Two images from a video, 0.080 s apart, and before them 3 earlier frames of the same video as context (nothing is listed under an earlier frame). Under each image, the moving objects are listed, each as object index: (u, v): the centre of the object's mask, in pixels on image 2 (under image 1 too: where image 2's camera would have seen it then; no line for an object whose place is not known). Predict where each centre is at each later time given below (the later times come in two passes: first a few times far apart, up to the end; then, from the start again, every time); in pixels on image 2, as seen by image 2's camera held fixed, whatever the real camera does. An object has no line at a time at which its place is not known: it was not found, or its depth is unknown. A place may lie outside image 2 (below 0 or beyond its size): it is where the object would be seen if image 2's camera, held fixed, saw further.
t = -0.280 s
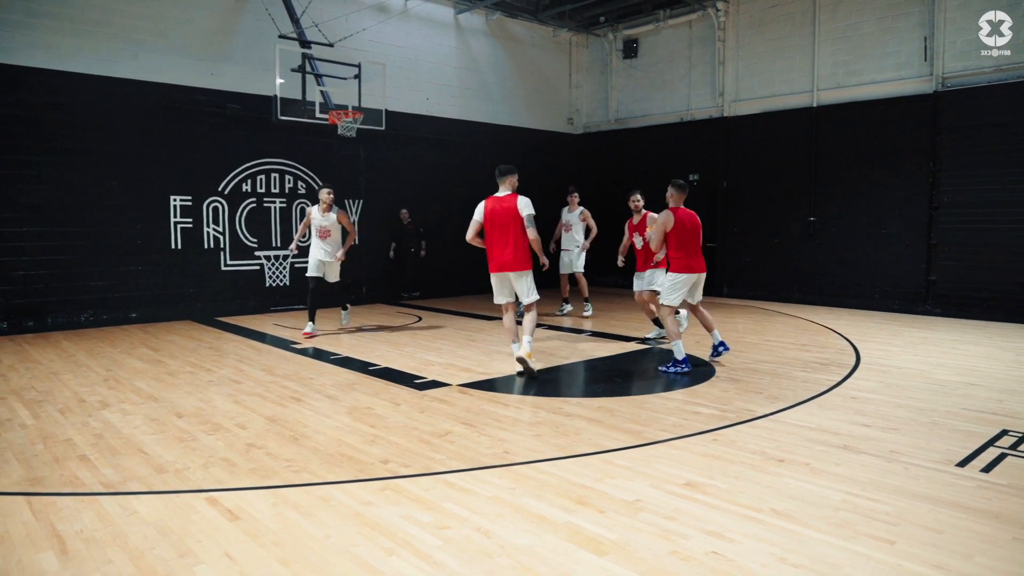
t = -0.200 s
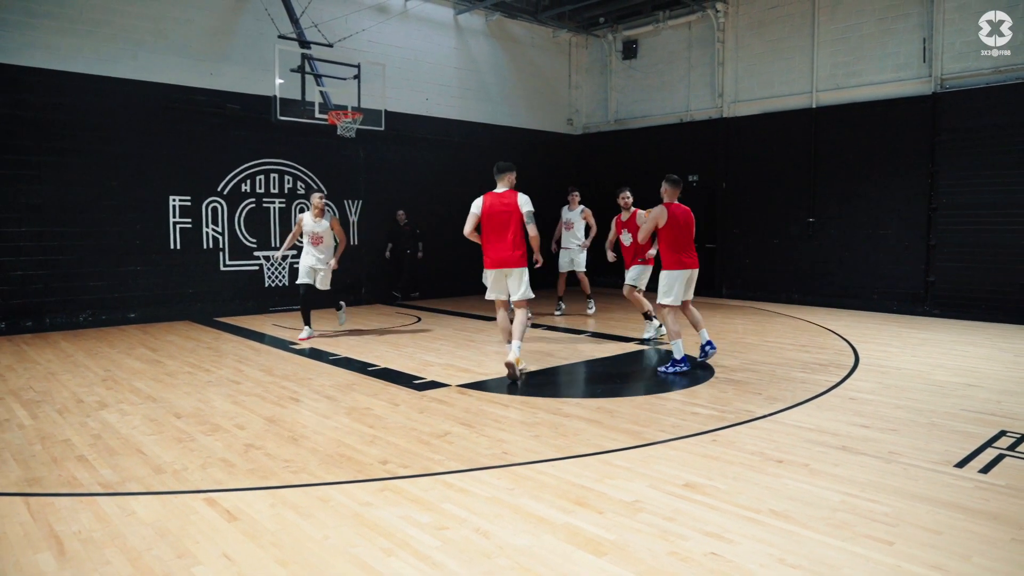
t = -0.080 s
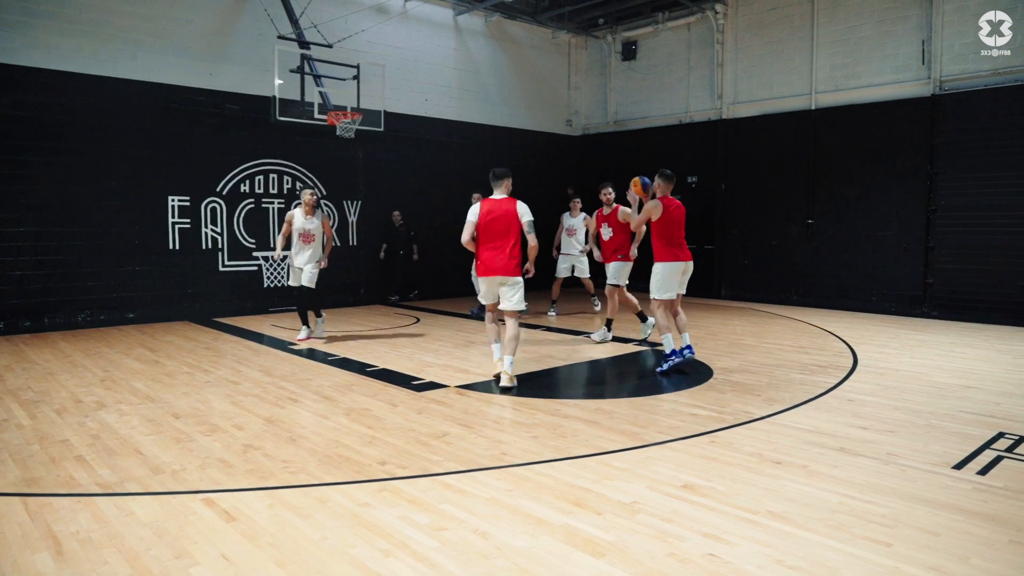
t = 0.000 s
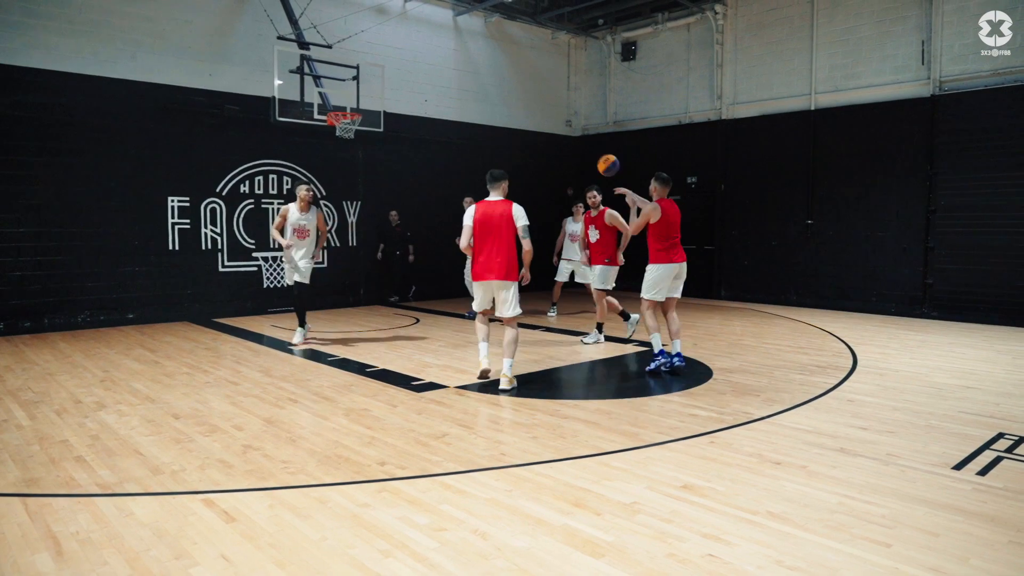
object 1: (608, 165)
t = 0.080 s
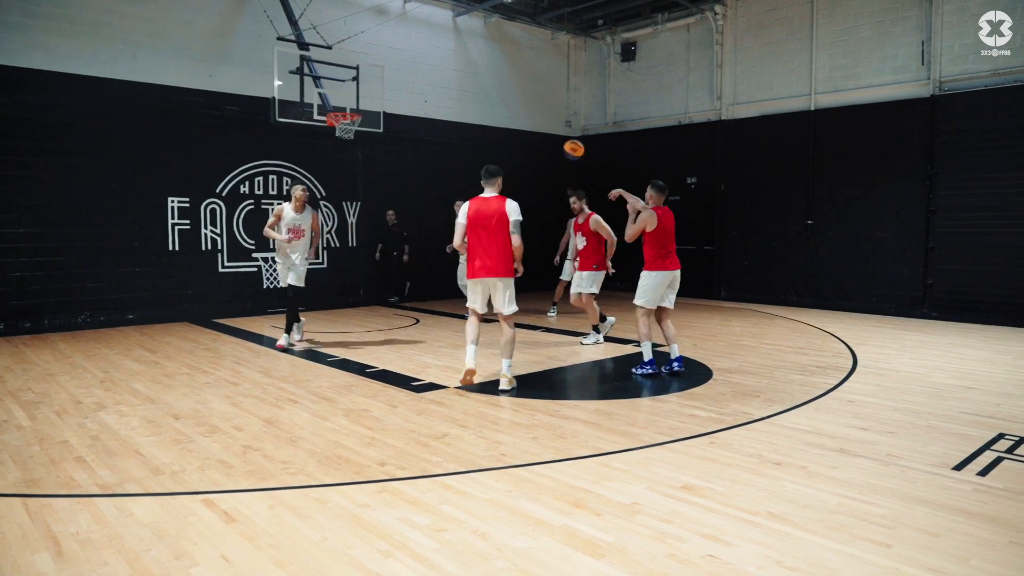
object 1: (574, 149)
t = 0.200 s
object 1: (527, 137)
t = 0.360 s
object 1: (473, 140)
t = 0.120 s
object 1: (557, 144)
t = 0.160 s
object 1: (541, 140)
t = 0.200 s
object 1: (527, 137)
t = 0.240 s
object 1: (512, 136)
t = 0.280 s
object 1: (499, 136)
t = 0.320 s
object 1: (485, 138)
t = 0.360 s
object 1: (473, 140)
